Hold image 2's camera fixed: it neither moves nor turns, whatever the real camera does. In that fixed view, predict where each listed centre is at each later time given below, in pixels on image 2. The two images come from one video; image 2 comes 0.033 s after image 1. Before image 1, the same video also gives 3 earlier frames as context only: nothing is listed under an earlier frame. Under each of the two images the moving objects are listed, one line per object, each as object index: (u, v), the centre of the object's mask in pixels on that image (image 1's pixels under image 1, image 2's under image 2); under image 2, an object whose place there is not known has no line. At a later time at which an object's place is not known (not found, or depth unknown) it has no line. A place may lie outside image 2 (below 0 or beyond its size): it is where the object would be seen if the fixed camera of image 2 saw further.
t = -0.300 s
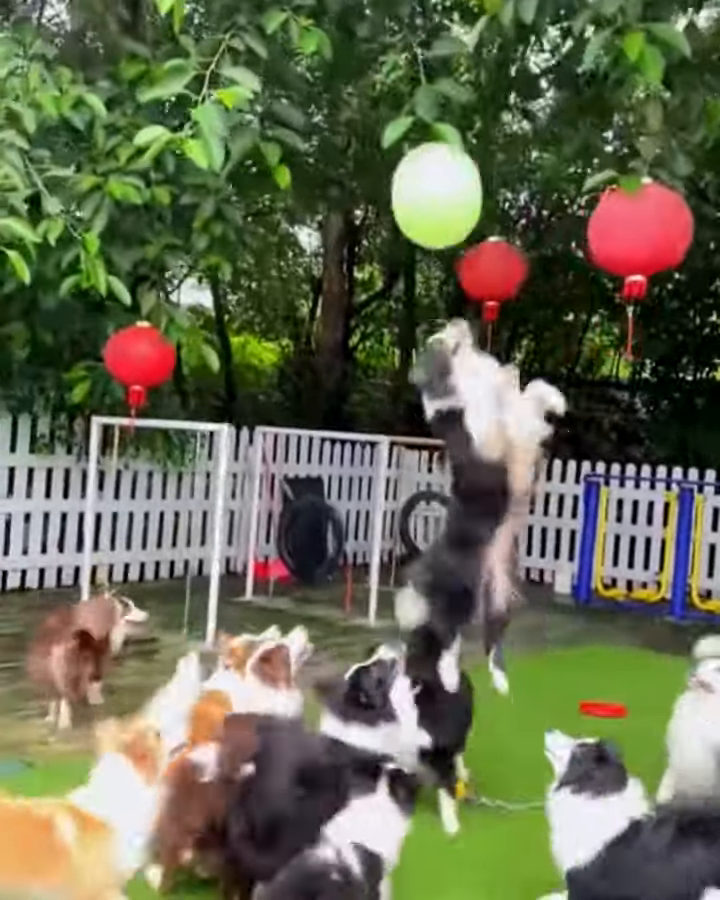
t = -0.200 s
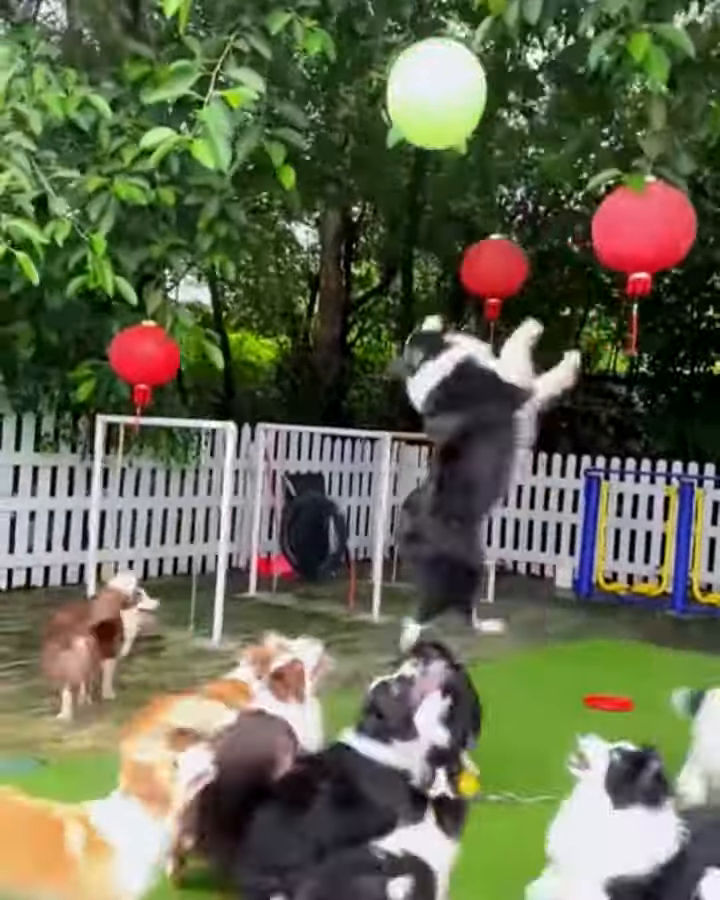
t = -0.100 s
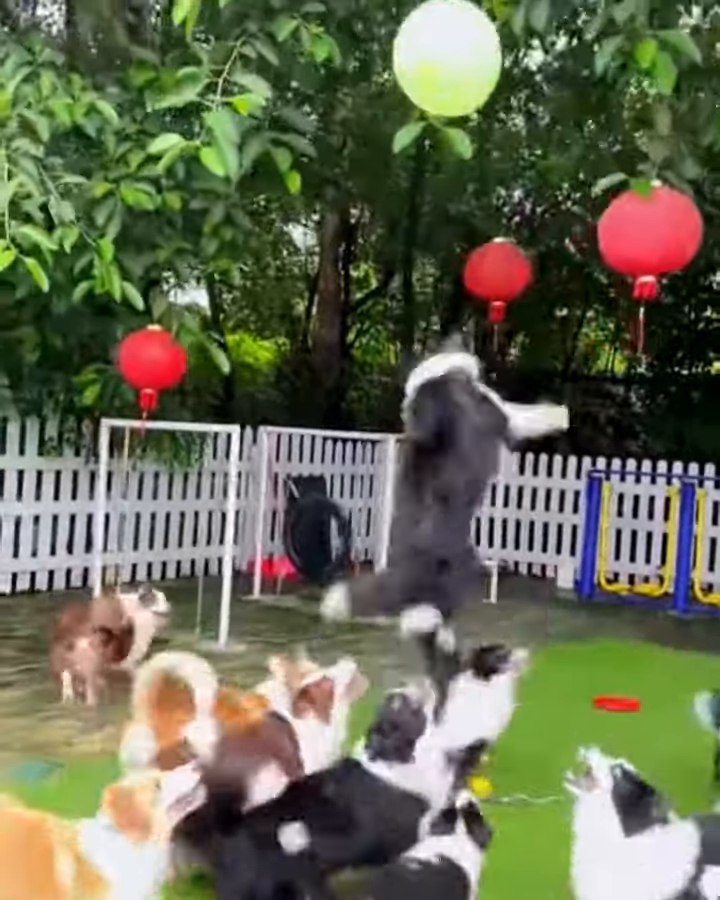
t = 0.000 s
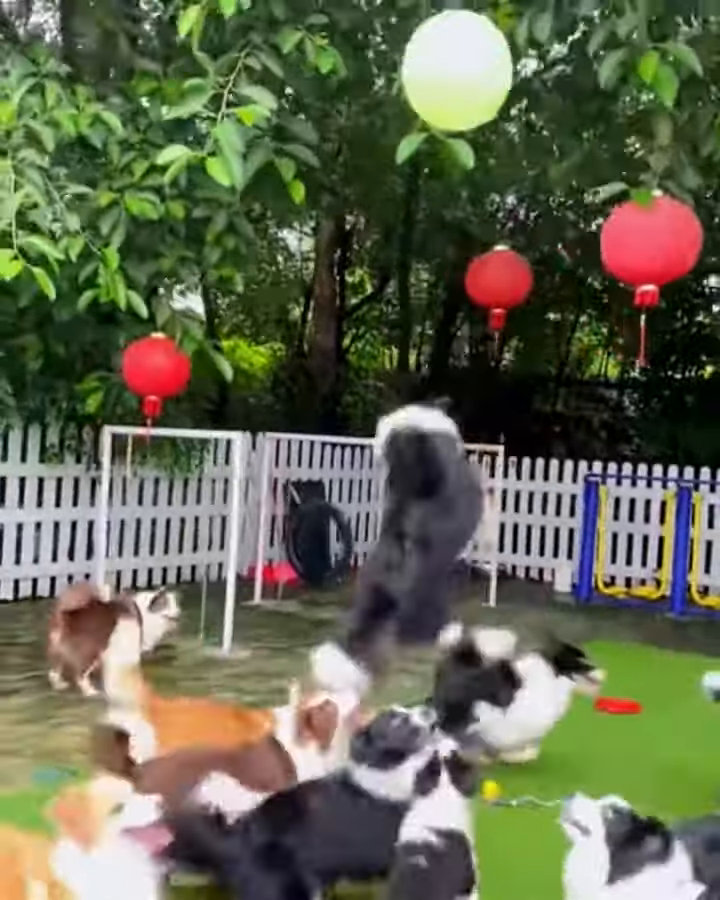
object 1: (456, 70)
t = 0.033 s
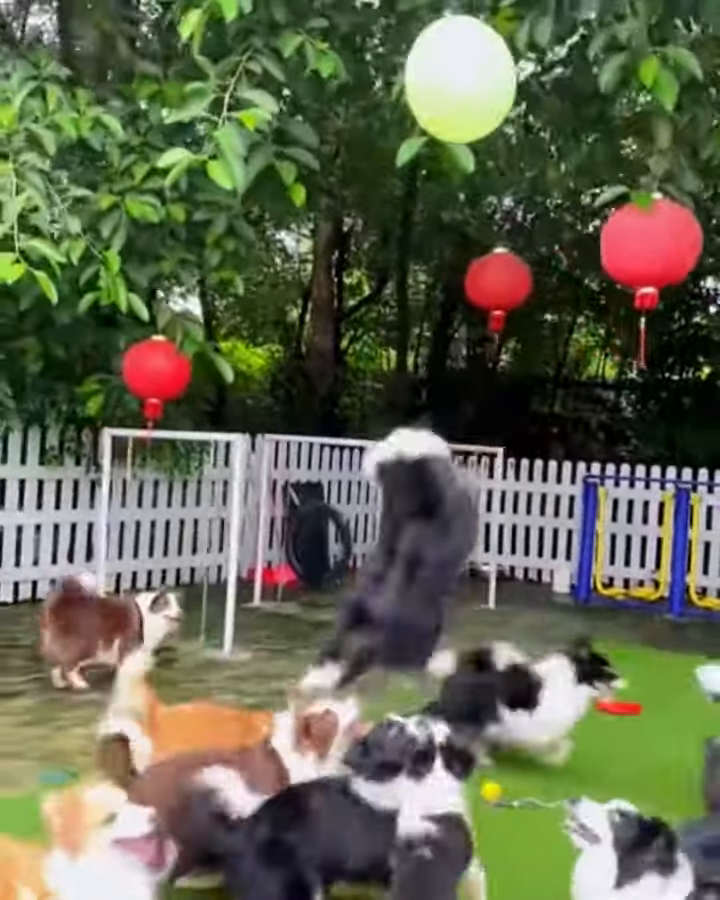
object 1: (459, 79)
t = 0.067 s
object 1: (461, 85)
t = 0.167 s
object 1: (465, 111)
